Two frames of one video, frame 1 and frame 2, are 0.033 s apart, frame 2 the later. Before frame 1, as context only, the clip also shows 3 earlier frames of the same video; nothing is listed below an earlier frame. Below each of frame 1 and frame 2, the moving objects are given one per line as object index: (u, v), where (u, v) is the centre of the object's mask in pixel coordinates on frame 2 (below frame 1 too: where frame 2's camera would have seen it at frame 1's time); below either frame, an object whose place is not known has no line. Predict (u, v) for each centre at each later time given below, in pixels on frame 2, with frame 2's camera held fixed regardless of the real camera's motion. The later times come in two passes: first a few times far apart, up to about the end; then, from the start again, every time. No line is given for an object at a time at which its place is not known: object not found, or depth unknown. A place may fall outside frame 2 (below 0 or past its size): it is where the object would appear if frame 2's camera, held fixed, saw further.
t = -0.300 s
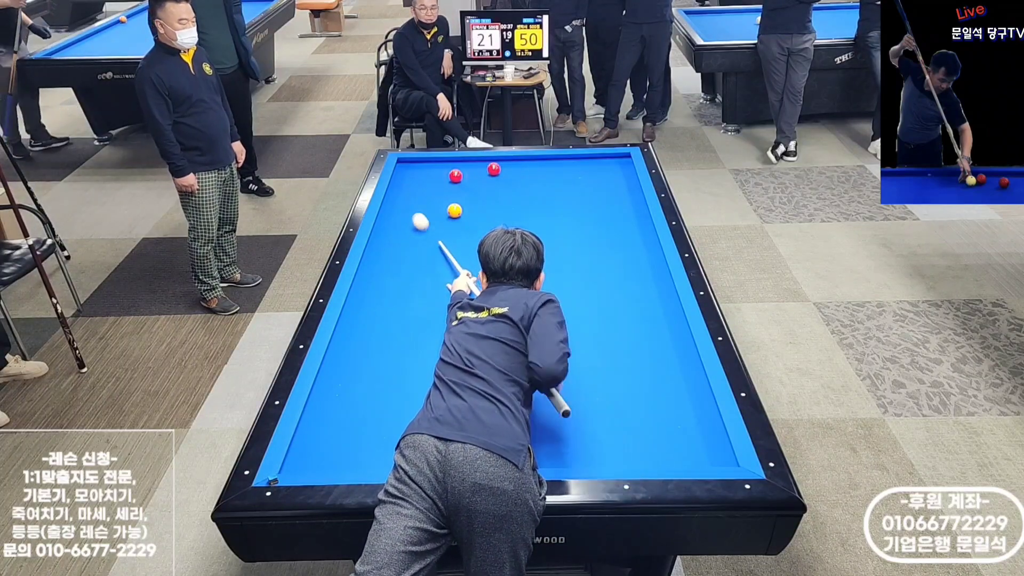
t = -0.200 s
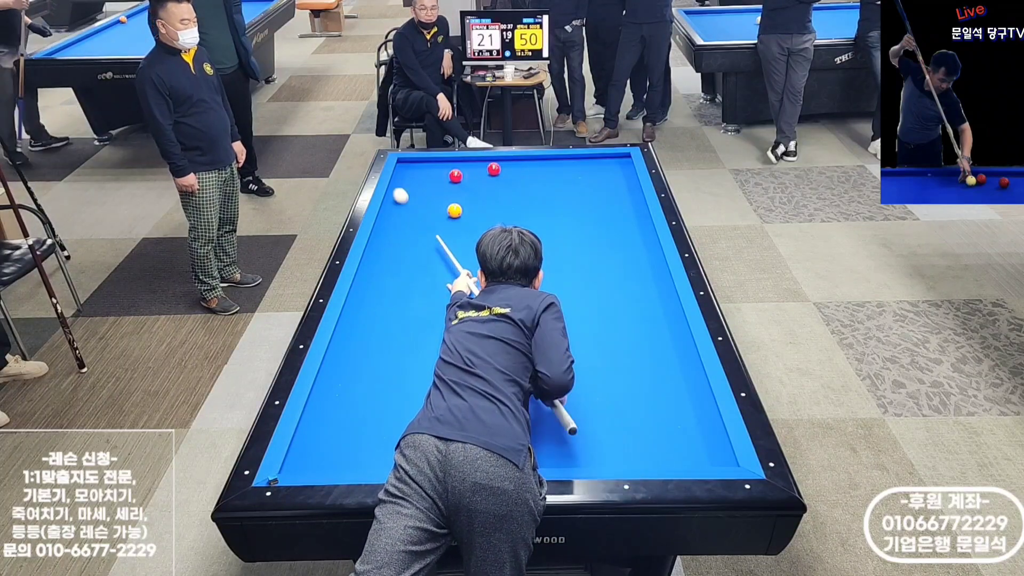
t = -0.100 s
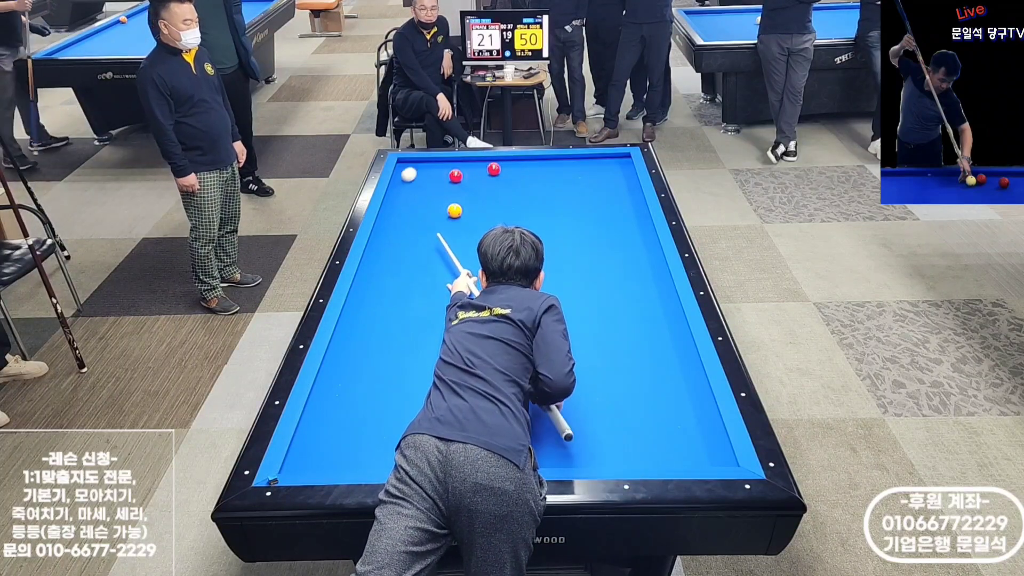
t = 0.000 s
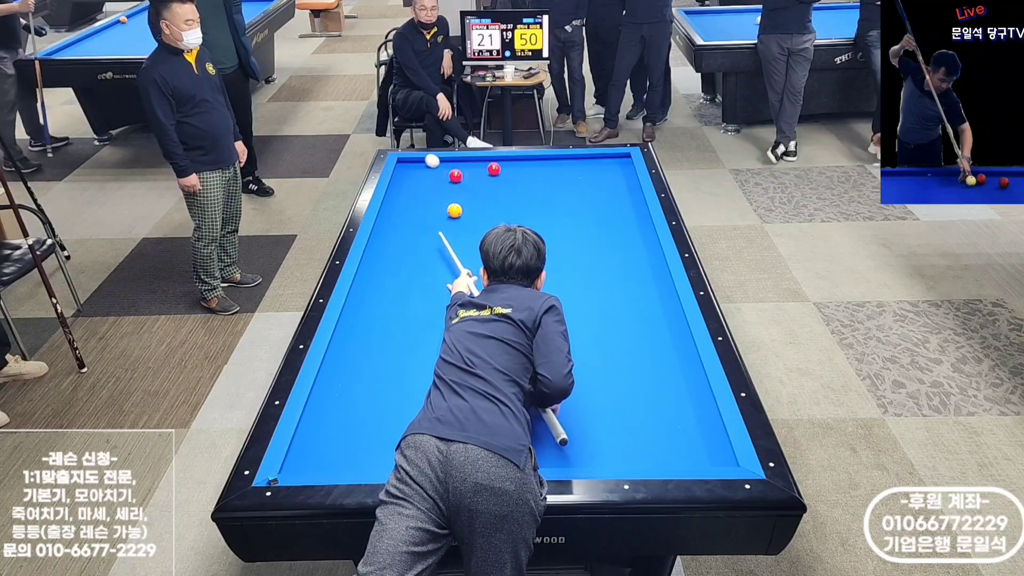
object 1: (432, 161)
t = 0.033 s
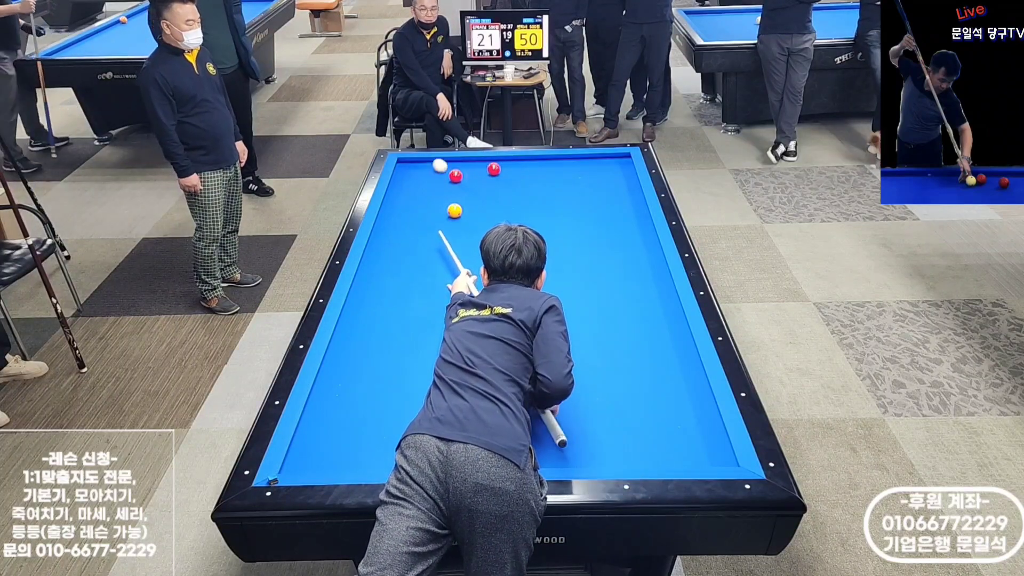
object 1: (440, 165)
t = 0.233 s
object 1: (456, 171)
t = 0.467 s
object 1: (466, 170)
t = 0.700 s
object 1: (476, 169)
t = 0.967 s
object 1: (483, 168)
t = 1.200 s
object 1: (486, 167)
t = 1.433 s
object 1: (488, 166)
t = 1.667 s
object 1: (490, 166)
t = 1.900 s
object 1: (492, 165)
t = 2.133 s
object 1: (493, 165)
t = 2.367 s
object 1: (494, 165)
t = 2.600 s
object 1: (495, 165)
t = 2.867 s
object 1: (495, 165)
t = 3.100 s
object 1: (495, 165)
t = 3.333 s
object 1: (495, 165)
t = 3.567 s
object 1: (495, 165)
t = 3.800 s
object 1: (495, 165)
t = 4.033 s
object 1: (495, 165)
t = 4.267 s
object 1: (495, 165)
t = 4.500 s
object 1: (495, 165)
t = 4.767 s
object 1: (495, 165)
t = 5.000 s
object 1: (495, 165)
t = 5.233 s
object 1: (495, 165)
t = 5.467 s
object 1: (495, 165)
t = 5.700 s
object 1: (495, 165)
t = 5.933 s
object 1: (495, 165)
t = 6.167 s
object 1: (495, 165)
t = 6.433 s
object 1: (495, 165)
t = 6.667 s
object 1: (495, 165)
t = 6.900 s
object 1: (495, 165)
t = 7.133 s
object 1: (495, 165)
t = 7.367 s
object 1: (495, 165)
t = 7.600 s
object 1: (495, 165)
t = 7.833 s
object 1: (495, 165)
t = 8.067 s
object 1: (494, 165)
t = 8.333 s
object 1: (494, 165)
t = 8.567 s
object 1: (494, 165)
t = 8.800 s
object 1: (494, 165)
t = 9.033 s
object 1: (494, 165)
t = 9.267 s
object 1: (495, 165)
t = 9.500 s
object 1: (495, 165)
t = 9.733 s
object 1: (495, 165)
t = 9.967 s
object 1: (494, 165)
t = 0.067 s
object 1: (447, 169)
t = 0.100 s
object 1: (450, 172)
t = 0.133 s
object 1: (452, 172)
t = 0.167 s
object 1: (453, 172)
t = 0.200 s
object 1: (454, 172)
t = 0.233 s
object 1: (456, 171)
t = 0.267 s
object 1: (457, 171)
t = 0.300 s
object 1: (459, 171)
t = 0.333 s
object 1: (460, 171)
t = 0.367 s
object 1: (462, 171)
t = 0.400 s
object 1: (463, 171)
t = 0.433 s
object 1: (465, 170)
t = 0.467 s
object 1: (466, 170)
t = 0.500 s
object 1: (468, 170)
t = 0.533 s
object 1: (469, 170)
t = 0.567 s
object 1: (471, 170)
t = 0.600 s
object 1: (472, 170)
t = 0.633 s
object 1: (474, 169)
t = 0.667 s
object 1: (475, 169)
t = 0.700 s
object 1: (476, 169)
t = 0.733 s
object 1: (478, 169)
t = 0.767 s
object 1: (479, 169)
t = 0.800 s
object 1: (480, 169)
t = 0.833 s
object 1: (481, 168)
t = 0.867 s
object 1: (481, 168)
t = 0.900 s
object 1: (482, 168)
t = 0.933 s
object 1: (482, 168)
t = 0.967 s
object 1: (483, 168)
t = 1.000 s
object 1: (483, 168)
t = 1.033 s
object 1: (484, 168)
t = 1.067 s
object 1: (484, 168)
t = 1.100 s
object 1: (485, 167)
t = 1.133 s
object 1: (485, 167)
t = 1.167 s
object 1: (485, 167)
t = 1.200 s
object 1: (486, 167)
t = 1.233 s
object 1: (486, 167)
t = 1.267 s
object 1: (486, 166)
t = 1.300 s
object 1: (487, 166)
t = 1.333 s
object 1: (487, 167)
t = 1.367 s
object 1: (488, 166)
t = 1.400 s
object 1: (488, 166)
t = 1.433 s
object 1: (488, 166)
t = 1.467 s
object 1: (489, 166)
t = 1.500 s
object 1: (489, 166)
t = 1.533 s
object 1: (489, 166)
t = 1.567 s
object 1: (490, 166)
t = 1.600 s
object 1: (490, 166)
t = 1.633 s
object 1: (490, 166)
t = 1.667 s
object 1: (490, 166)
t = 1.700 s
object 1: (491, 166)
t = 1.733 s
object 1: (492, 165)
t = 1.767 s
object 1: (489, 165)
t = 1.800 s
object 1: (491, 166)
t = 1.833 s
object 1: (491, 165)
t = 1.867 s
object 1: (492, 165)
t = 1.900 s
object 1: (492, 165)
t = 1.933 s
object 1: (492, 165)
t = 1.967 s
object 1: (492, 165)
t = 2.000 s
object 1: (493, 165)
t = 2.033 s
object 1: (493, 165)
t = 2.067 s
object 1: (493, 165)
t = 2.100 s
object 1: (493, 165)
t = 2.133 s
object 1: (493, 165)
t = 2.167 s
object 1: (493, 165)
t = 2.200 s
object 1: (494, 165)
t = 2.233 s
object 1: (494, 165)
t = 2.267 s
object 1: (494, 165)
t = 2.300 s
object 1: (494, 165)
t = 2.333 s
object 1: (494, 165)
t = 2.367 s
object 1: (494, 165)
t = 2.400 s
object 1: (494, 165)
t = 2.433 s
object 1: (494, 165)
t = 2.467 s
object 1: (494, 165)
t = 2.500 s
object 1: (494, 165)
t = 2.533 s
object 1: (494, 165)
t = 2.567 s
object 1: (494, 165)
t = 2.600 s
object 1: (495, 165)
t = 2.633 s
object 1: (495, 165)
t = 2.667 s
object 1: (495, 165)
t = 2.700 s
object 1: (495, 165)
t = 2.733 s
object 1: (495, 165)
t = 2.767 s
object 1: (495, 165)
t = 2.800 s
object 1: (495, 165)
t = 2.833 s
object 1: (495, 165)
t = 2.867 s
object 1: (495, 165)
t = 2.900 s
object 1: (495, 165)
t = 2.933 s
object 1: (495, 165)
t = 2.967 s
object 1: (495, 165)
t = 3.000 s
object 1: (495, 165)
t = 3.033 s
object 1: (495, 165)
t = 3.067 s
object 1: (495, 165)
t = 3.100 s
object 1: (495, 165)
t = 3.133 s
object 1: (495, 165)
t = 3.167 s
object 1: (495, 165)
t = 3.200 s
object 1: (495, 165)
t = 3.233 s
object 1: (495, 165)
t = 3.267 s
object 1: (495, 165)
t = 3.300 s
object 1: (495, 165)
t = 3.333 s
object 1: (495, 165)
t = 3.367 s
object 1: (495, 165)
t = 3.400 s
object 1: (495, 165)
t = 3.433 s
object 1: (495, 165)
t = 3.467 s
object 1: (495, 165)
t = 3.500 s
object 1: (495, 165)
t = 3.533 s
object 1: (495, 165)
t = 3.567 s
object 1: (495, 165)
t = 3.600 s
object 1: (495, 165)
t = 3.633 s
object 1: (495, 165)
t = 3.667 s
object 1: (495, 165)
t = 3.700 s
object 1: (495, 165)
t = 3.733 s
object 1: (495, 165)
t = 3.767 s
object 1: (495, 165)
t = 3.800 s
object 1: (495, 165)
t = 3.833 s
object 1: (495, 165)
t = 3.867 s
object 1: (495, 165)
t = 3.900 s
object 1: (495, 165)
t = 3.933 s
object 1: (495, 165)
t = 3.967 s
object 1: (495, 165)
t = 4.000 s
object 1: (495, 165)
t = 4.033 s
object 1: (495, 165)
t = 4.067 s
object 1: (495, 165)
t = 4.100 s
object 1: (495, 165)
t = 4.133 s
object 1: (495, 165)
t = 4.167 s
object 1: (495, 165)
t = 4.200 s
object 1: (495, 165)
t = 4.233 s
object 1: (495, 165)
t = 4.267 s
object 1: (495, 165)
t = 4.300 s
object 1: (495, 165)
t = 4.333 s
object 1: (495, 165)
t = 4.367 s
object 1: (495, 165)
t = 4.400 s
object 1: (495, 165)
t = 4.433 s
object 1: (495, 165)
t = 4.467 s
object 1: (495, 165)
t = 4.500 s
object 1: (495, 165)
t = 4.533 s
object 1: (495, 165)
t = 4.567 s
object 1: (495, 165)
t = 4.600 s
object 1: (495, 165)
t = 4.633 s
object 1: (495, 165)
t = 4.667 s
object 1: (495, 165)
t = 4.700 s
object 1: (495, 165)
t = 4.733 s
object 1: (495, 165)
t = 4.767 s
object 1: (495, 165)
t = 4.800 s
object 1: (495, 165)
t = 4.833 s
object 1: (495, 165)
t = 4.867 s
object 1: (495, 165)
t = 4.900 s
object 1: (495, 165)
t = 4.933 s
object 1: (495, 165)
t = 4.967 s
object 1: (495, 165)
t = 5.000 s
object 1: (495, 165)
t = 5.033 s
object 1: (495, 165)
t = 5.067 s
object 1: (495, 165)
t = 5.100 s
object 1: (495, 165)
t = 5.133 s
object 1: (495, 165)
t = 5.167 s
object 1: (495, 165)
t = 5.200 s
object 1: (494, 165)
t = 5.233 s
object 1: (495, 165)
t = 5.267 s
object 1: (495, 165)
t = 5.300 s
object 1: (495, 165)
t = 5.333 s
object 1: (495, 165)
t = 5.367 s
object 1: (495, 165)
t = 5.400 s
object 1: (495, 165)
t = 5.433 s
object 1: (495, 165)
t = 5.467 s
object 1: (495, 165)
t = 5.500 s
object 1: (495, 165)
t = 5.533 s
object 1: (495, 165)
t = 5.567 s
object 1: (495, 165)
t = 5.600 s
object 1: (495, 165)
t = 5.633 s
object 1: (495, 165)
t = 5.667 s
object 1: (494, 165)
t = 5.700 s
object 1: (495, 165)
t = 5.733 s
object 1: (494, 165)
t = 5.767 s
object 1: (495, 165)
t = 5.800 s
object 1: (495, 165)
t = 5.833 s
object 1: (495, 165)
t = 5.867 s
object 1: (495, 165)
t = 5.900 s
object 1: (495, 165)
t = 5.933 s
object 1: (495, 165)
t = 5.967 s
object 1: (495, 165)
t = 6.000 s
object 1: (495, 165)
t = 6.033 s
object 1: (494, 165)
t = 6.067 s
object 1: (494, 165)
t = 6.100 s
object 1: (495, 165)
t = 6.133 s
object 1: (494, 165)
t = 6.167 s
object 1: (495, 165)
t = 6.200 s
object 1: (495, 165)
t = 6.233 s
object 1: (494, 165)
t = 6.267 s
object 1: (495, 165)
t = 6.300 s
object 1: (495, 165)
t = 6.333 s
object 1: (495, 165)
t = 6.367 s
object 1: (495, 165)
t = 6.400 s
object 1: (495, 165)
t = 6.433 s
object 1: (495, 165)
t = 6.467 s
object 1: (495, 165)
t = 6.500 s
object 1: (495, 165)
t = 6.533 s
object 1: (495, 165)
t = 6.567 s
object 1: (494, 165)
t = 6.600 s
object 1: (494, 165)
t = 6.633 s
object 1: (494, 165)
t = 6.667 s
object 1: (495, 165)
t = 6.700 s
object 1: (495, 165)
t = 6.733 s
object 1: (495, 165)
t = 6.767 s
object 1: (495, 165)
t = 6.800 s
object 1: (495, 165)
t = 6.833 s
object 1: (495, 165)
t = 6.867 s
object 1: (495, 165)
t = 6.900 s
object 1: (495, 165)
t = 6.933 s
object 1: (495, 165)
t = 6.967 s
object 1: (495, 165)
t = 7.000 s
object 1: (495, 165)
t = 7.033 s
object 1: (495, 165)
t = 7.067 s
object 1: (495, 165)
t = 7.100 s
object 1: (495, 165)
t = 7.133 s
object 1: (495, 165)
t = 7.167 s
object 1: (495, 165)
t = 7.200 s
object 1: (495, 165)
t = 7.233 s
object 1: (495, 165)
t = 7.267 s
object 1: (495, 165)
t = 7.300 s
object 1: (495, 165)
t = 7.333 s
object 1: (495, 165)
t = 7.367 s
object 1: (495, 165)
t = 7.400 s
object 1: (495, 165)
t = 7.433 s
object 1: (495, 165)
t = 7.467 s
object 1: (495, 165)
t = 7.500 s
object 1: (495, 165)
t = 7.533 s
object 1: (495, 165)
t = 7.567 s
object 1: (495, 165)
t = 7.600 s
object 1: (495, 165)
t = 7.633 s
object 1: (495, 165)
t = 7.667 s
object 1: (495, 165)
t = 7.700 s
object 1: (495, 165)
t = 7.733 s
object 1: (495, 165)
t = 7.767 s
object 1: (495, 165)
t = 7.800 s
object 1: (495, 165)
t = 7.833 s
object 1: (495, 165)
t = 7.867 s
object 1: (495, 165)
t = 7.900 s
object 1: (495, 165)
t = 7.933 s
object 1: (494, 165)
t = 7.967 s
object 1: (495, 165)
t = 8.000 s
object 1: (494, 165)
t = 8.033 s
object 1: (495, 165)
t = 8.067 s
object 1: (494, 165)
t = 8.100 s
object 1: (495, 165)
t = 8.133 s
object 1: (495, 165)
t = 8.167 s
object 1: (495, 165)
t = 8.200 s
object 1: (495, 165)
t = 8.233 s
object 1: (495, 165)
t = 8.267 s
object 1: (495, 165)
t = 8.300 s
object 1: (495, 165)
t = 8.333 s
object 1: (494, 165)
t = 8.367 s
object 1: (495, 165)
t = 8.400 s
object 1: (495, 165)
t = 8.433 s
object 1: (495, 165)
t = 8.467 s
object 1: (494, 165)
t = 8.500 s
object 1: (494, 165)
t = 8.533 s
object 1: (495, 165)
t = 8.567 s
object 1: (494, 165)
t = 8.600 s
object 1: (494, 165)
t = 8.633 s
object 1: (495, 165)
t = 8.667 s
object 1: (494, 165)
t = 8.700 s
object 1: (494, 165)
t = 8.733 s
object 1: (494, 165)
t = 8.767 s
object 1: (494, 165)
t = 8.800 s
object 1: (494, 165)
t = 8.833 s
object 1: (495, 165)
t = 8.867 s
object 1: (495, 165)
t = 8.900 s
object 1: (494, 165)
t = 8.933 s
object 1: (495, 165)
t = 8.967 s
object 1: (494, 165)
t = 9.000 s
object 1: (494, 165)
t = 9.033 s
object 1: (494, 165)
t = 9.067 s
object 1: (494, 165)
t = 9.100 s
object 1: (494, 165)
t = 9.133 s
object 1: (494, 165)
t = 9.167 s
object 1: (494, 165)
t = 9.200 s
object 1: (495, 165)
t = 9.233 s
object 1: (495, 165)
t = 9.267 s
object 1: (495, 165)
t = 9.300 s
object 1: (495, 165)
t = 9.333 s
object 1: (495, 165)
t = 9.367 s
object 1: (495, 165)
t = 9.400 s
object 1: (495, 165)
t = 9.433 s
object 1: (495, 165)
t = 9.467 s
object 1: (495, 165)
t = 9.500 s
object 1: (495, 165)
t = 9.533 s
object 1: (495, 165)
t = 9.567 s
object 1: (495, 165)
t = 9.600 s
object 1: (495, 165)
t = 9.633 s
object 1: (495, 165)
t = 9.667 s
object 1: (495, 165)
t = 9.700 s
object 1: (495, 165)
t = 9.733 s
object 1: (495, 165)
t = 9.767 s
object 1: (494, 165)
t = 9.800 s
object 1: (494, 165)
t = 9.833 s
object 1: (495, 165)
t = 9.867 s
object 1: (495, 165)
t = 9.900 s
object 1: (494, 165)
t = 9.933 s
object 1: (495, 165)
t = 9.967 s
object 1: (494, 165)
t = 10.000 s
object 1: (495, 165)
